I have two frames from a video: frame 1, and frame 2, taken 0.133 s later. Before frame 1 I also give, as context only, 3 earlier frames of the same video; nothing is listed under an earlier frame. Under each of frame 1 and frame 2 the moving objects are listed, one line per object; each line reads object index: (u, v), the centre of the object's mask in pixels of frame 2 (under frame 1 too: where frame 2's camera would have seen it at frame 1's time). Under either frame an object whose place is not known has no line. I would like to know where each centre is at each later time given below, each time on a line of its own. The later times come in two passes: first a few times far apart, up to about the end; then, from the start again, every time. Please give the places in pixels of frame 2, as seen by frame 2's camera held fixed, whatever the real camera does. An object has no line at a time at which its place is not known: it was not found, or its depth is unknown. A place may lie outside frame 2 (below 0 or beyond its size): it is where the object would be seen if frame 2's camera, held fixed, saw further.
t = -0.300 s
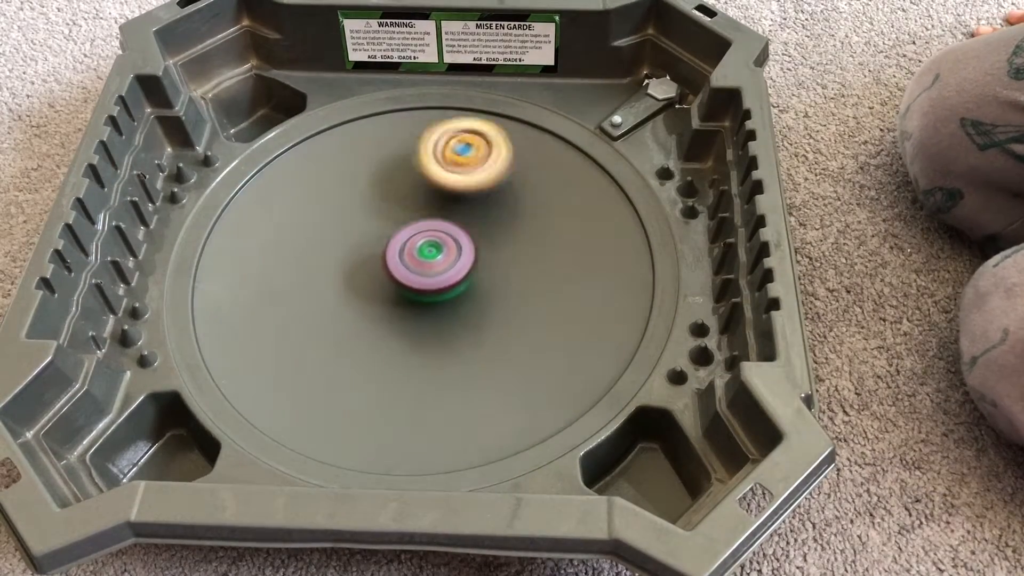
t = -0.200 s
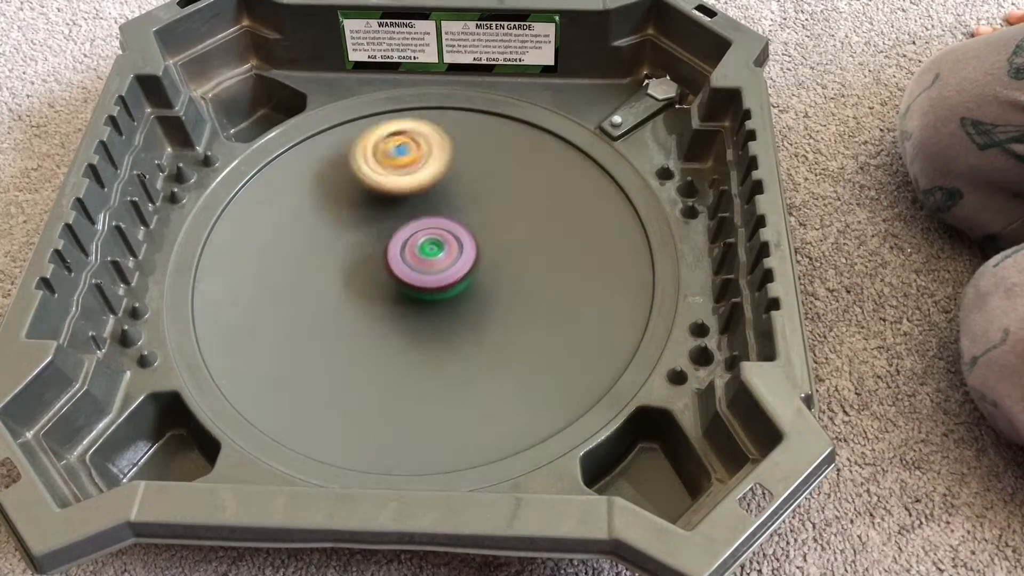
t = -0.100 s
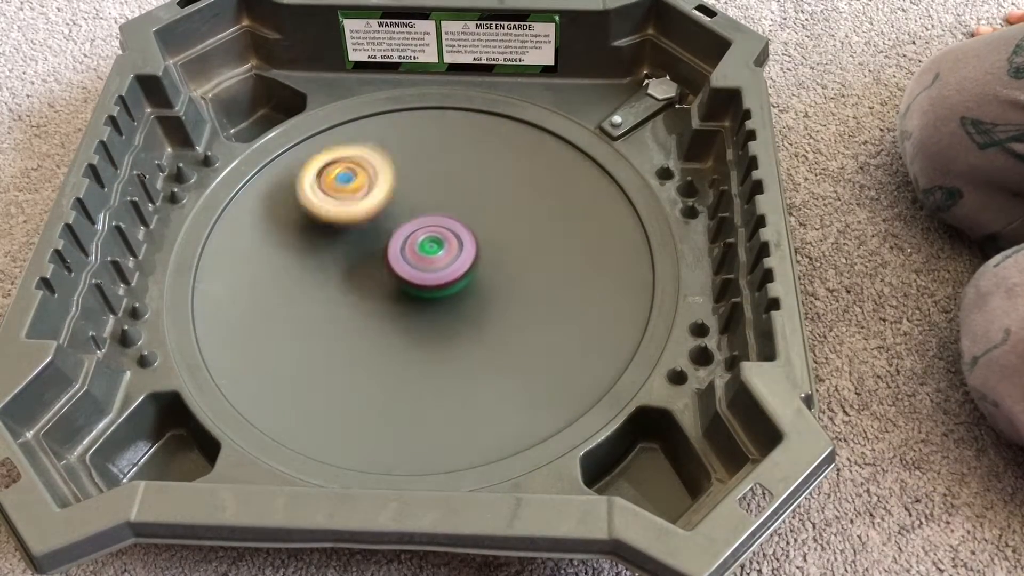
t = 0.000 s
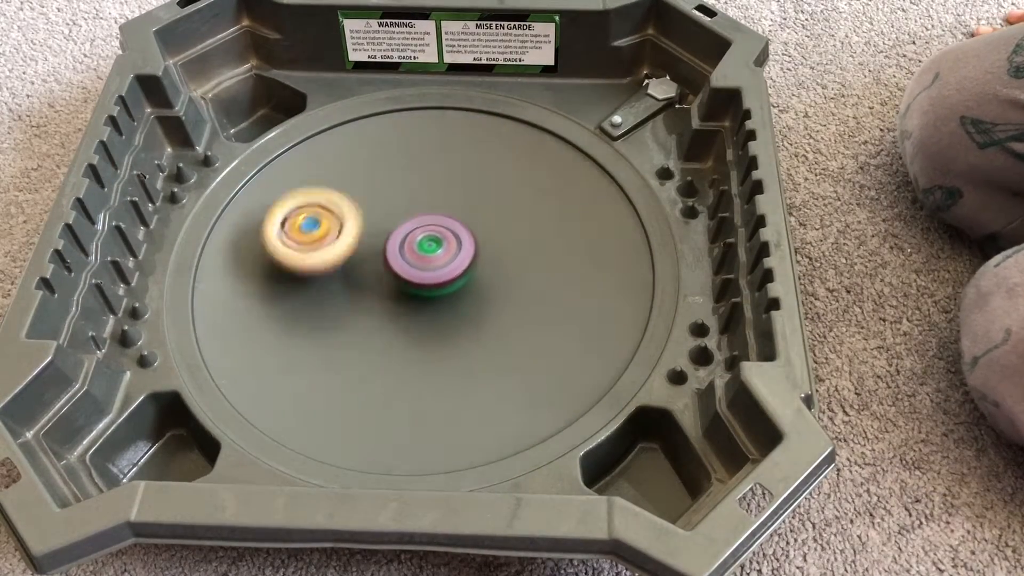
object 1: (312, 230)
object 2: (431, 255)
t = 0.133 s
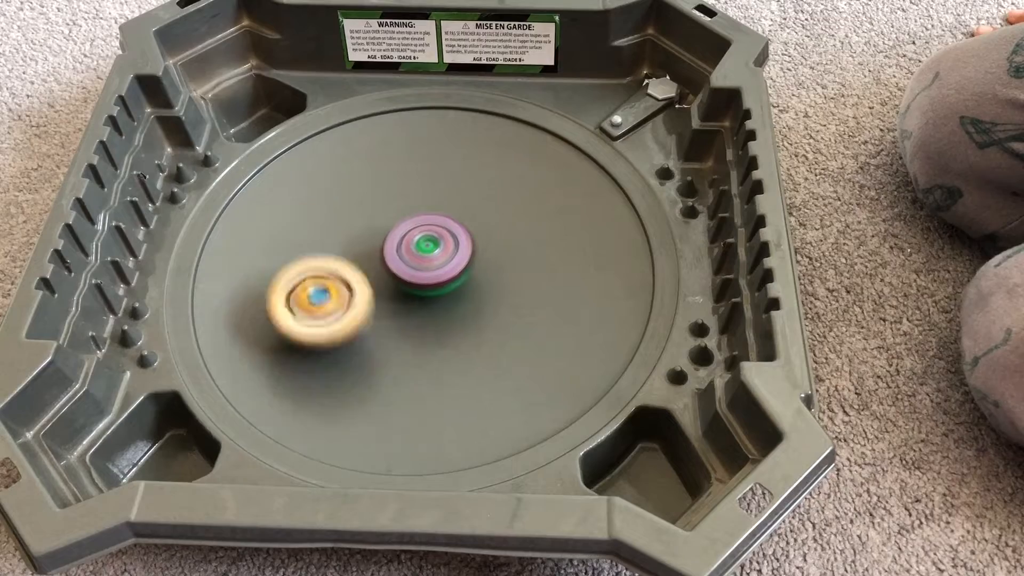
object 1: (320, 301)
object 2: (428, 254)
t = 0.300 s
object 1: (418, 346)
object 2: (425, 258)
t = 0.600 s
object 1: (548, 234)
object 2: (431, 262)
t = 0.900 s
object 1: (415, 154)
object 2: (434, 258)
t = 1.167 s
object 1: (305, 249)
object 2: (432, 257)
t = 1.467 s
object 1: (427, 340)
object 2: (425, 258)
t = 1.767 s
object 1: (531, 235)
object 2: (427, 266)
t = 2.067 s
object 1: (415, 169)
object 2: (434, 260)
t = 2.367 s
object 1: (325, 269)
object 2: (431, 255)
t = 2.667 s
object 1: (457, 325)
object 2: (424, 252)
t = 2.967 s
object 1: (521, 218)
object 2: (429, 262)
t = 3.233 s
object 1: (414, 175)
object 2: (432, 261)
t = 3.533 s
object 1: (333, 256)
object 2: (433, 260)
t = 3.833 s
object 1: (420, 326)
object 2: (441, 250)
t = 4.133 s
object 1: (509, 268)
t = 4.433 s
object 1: (483, 204)
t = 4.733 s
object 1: (436, 198)
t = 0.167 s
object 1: (332, 317)
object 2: (427, 255)
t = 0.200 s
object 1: (350, 329)
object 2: (427, 255)
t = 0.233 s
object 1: (370, 339)
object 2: (426, 256)
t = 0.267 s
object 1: (392, 345)
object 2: (425, 258)
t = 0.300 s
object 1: (418, 346)
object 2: (425, 258)
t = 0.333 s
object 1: (442, 345)
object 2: (425, 259)
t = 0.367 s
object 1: (465, 339)
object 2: (426, 260)
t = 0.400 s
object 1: (488, 329)
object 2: (426, 261)
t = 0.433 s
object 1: (507, 318)
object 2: (427, 261)
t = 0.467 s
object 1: (523, 303)
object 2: (428, 262)
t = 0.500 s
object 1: (536, 286)
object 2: (429, 262)
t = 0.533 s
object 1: (544, 269)
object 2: (429, 262)
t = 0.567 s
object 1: (548, 252)
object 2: (431, 262)
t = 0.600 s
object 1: (548, 234)
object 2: (431, 262)
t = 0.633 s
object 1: (545, 217)
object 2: (432, 262)
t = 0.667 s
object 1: (536, 202)
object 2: (432, 262)
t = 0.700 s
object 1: (525, 186)
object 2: (433, 261)
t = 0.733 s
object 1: (512, 175)
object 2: (433, 261)
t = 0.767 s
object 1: (494, 165)
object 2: (433, 261)
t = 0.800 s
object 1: (476, 159)
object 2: (434, 260)
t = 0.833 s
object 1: (457, 154)
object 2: (434, 260)
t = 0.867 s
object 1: (437, 153)
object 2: (434, 259)
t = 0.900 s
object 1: (415, 154)
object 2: (434, 258)
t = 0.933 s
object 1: (394, 158)
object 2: (434, 258)
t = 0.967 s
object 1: (375, 164)
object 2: (434, 258)
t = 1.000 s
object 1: (357, 174)
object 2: (434, 258)
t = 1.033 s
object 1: (340, 187)
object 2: (434, 257)
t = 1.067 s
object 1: (326, 200)
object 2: (434, 258)
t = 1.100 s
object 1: (316, 215)
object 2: (433, 257)
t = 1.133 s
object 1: (309, 231)
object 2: (433, 257)
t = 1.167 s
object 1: (305, 249)
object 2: (432, 257)
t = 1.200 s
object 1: (306, 266)
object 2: (431, 256)
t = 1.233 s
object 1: (311, 283)
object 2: (431, 256)
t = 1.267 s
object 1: (319, 300)
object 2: (430, 256)
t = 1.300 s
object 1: (331, 314)
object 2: (429, 256)
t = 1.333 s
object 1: (347, 325)
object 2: (428, 256)
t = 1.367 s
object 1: (366, 333)
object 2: (427, 257)
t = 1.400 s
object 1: (385, 339)
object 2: (426, 257)
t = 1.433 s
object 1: (406, 341)
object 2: (426, 256)
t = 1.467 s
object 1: (427, 340)
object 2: (425, 258)
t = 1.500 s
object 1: (448, 335)
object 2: (423, 258)
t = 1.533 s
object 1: (468, 328)
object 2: (422, 259)
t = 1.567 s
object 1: (486, 320)
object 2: (422, 261)
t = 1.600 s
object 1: (501, 308)
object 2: (422, 263)
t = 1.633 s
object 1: (513, 295)
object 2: (423, 264)
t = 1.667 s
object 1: (522, 280)
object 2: (424, 265)
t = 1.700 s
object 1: (529, 265)
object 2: (425, 266)
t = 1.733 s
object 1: (532, 249)
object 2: (426, 266)
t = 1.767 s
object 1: (531, 235)
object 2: (427, 266)
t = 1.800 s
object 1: (527, 220)
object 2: (428, 266)
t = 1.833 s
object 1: (520, 207)
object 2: (429, 266)
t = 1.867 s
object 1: (510, 195)
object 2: (430, 265)
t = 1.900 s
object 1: (498, 185)
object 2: (430, 264)
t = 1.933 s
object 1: (484, 177)
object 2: (431, 263)
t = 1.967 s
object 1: (469, 171)
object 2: (432, 262)
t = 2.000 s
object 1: (452, 168)
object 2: (433, 262)
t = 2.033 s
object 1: (434, 167)
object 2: (433, 261)
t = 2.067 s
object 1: (415, 169)
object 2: (434, 260)
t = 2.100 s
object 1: (398, 173)
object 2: (434, 259)
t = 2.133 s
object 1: (380, 179)
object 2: (434, 259)
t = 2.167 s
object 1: (364, 187)
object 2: (434, 258)
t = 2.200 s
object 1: (350, 197)
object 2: (434, 258)
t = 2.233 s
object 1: (339, 210)
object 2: (434, 256)
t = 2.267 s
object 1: (331, 224)
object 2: (433, 256)
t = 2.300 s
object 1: (325, 238)
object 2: (433, 256)
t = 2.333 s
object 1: (323, 254)
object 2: (432, 255)
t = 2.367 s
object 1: (325, 269)
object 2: (431, 255)
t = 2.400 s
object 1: (330, 284)
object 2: (430, 255)
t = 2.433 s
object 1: (338, 298)
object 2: (429, 255)
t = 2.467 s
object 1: (349, 309)
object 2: (428, 254)
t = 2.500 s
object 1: (364, 319)
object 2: (428, 254)
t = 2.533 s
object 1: (380, 326)
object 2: (428, 253)
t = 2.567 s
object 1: (399, 330)
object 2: (427, 252)
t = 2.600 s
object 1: (418, 331)
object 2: (426, 252)
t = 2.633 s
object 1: (438, 330)
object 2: (425, 252)
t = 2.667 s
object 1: (457, 325)
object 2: (424, 252)
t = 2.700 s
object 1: (474, 318)
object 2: (423, 255)
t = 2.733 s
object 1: (490, 309)
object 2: (424, 256)
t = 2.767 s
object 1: (503, 298)
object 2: (424, 257)
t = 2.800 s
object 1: (513, 285)
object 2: (425, 259)
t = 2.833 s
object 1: (521, 272)
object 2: (426, 260)
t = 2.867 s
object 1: (526, 258)
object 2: (426, 261)
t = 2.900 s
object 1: (527, 245)
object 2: (427, 261)
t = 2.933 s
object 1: (525, 231)
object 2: (428, 262)
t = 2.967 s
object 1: (521, 218)
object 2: (429, 262)
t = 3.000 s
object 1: (514, 207)
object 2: (429, 262)
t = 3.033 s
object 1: (504, 197)
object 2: (430, 261)
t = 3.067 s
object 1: (492, 188)
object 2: (431, 261)
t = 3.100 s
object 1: (478, 182)
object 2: (431, 261)
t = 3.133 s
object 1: (463, 177)
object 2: (432, 260)
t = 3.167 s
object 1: (447, 175)
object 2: (432, 260)
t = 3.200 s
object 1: (431, 175)
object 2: (432, 260)
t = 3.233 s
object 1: (414, 175)
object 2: (432, 261)
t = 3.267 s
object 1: (399, 178)
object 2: (432, 262)
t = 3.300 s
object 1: (384, 182)
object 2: (432, 262)
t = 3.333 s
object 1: (370, 189)
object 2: (432, 262)
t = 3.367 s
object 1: (358, 197)
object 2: (431, 262)
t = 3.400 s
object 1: (349, 207)
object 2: (431, 262)
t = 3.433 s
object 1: (342, 219)
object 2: (431, 262)
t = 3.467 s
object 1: (337, 231)
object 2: (431, 261)
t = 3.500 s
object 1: (334, 244)
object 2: (431, 261)
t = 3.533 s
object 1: (333, 256)
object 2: (433, 260)
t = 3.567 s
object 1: (334, 269)
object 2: (434, 260)
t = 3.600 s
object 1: (338, 281)
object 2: (436, 260)
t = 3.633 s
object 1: (344, 292)
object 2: (436, 259)
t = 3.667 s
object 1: (354, 302)
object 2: (437, 259)
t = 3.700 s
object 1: (366, 310)
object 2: (438, 258)
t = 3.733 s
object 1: (379, 316)
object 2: (439, 256)
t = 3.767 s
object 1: (391, 322)
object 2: (441, 255)
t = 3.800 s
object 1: (405, 324)
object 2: (441, 252)
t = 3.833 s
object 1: (420, 326)
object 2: (441, 250)
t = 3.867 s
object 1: (435, 324)
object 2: (440, 249)
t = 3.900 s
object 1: (449, 322)
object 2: (438, 247)
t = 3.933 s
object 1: (464, 320)
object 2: (436, 247)
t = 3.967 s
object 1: (476, 316)
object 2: (434, 245)
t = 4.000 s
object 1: (485, 308)
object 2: (432, 244)
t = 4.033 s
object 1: (494, 300)
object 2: (430, 243)
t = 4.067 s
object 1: (501, 290)
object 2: (428, 243)
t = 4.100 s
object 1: (505, 278)
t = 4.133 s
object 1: (509, 268)
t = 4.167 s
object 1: (511, 259)
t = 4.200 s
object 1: (512, 249)
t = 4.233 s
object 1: (514, 239)
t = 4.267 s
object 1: (513, 231)
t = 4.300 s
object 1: (511, 225)
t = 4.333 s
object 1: (506, 218)
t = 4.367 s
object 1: (499, 212)
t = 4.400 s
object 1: (491, 207)
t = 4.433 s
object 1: (483, 204)
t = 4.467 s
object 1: (477, 201)
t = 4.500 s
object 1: (469, 198)
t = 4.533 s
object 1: (461, 197)
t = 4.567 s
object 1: (457, 196)
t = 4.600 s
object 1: (452, 196)
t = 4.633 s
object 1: (447, 197)
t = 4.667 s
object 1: (442, 199)
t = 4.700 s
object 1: (438, 199)
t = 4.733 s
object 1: (436, 198)
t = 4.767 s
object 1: (433, 198)
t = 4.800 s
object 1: (429, 197)
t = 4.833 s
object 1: (426, 197)
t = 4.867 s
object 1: (422, 197)
